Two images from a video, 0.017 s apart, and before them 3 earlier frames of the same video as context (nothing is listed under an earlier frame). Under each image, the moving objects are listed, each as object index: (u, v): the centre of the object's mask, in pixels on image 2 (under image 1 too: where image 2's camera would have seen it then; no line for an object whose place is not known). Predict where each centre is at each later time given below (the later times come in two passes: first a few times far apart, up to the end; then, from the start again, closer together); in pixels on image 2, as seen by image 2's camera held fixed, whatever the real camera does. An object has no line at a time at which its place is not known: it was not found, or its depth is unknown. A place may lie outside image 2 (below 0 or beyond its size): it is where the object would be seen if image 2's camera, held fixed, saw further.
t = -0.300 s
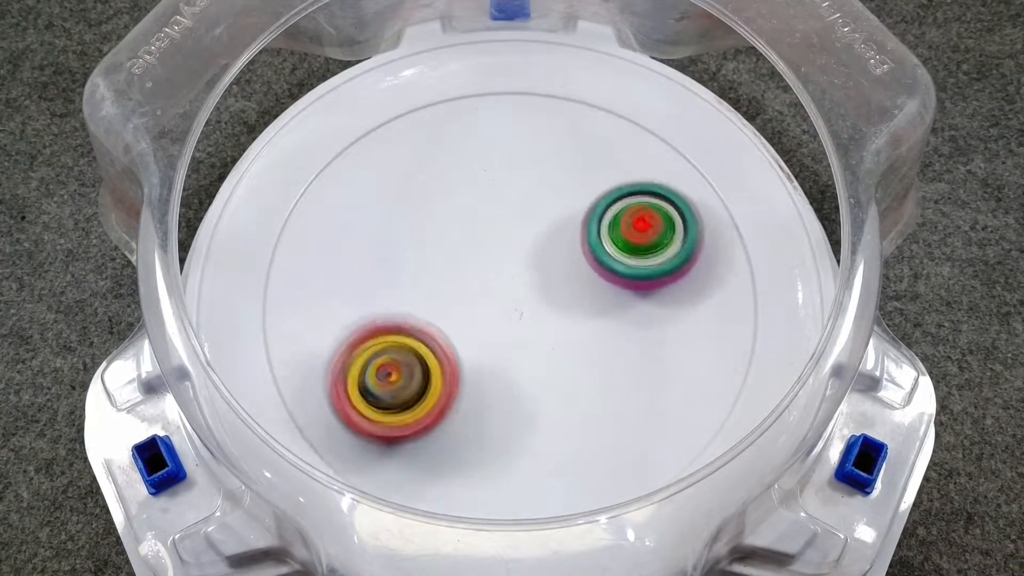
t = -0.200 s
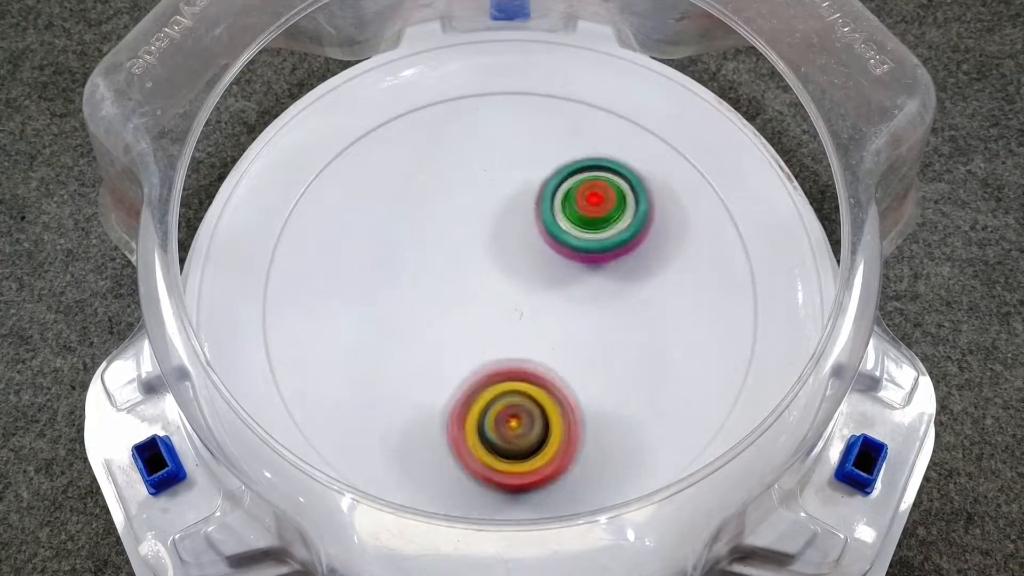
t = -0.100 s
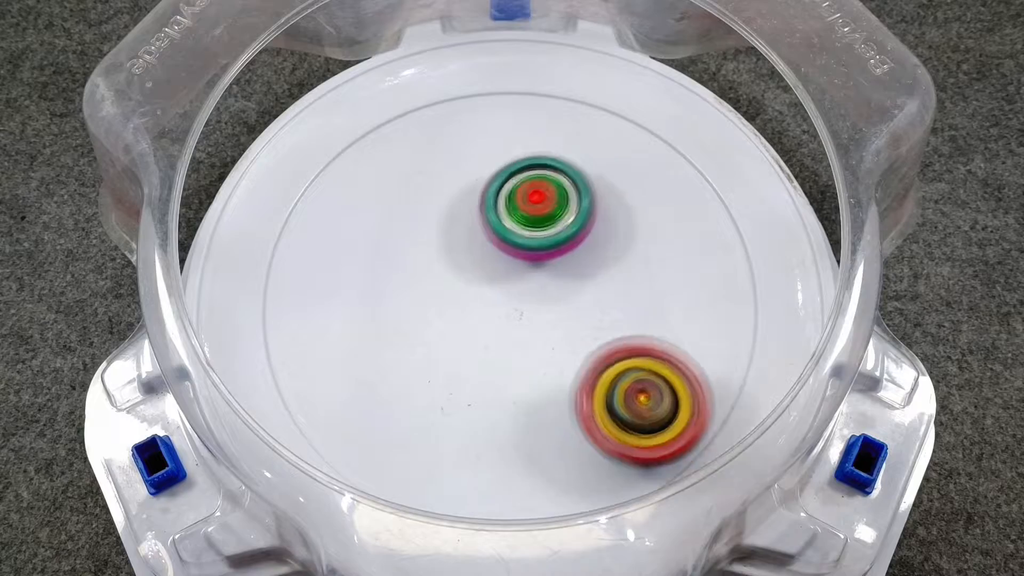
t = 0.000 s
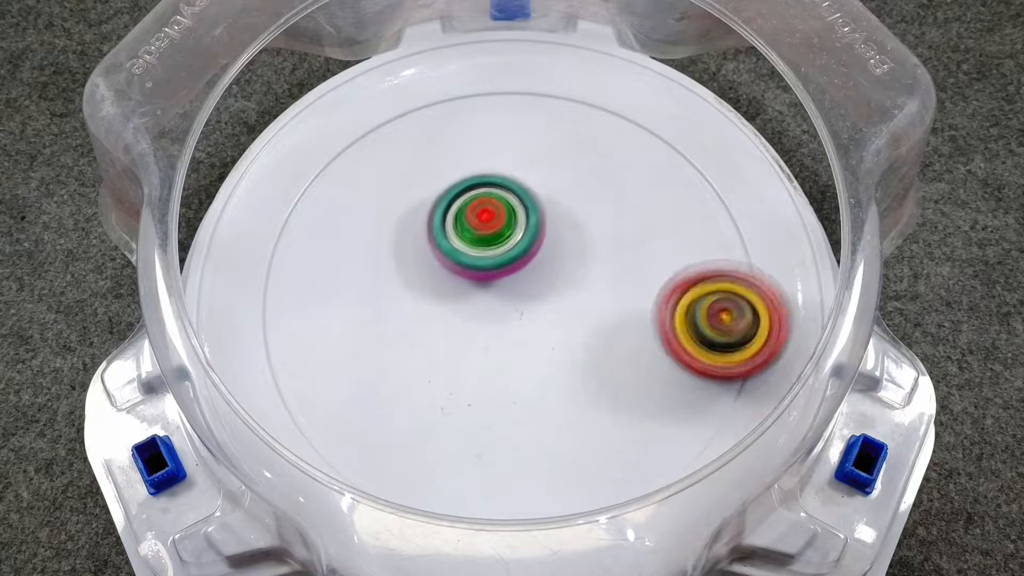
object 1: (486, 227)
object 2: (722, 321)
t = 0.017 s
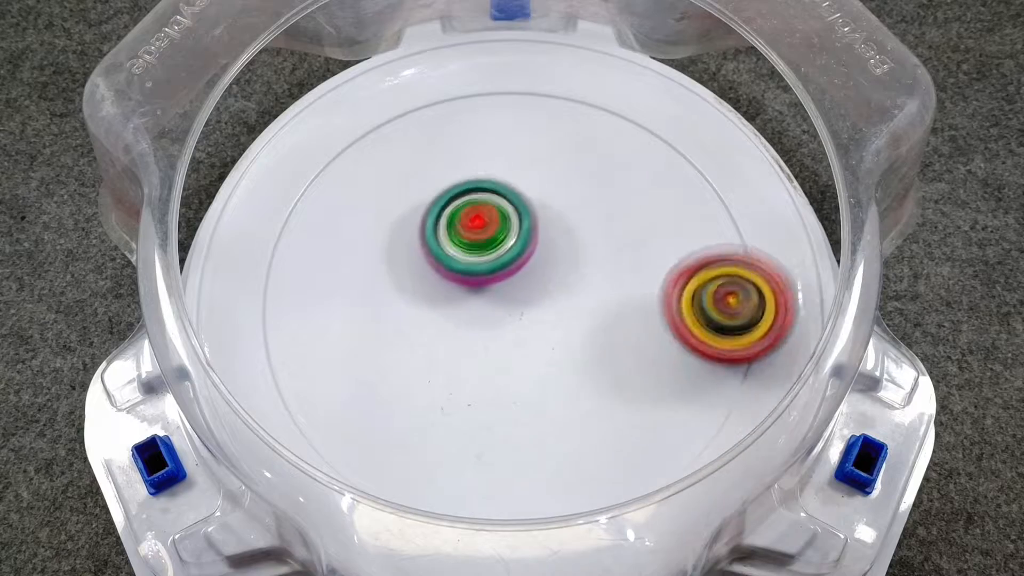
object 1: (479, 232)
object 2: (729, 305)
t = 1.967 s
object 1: (537, 301)
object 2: (581, 393)
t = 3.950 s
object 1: (523, 301)
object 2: (608, 378)
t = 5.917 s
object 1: (518, 330)
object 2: (508, 182)
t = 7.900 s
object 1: (483, 225)
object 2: (434, 326)
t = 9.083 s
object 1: (601, 319)
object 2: (495, 232)
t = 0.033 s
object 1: (471, 238)
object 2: (733, 289)
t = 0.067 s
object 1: (459, 251)
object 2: (734, 257)
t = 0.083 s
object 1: (453, 257)
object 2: (732, 241)
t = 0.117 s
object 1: (444, 272)
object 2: (720, 211)
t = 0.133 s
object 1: (441, 279)
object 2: (711, 198)
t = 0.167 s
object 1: (435, 294)
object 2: (690, 172)
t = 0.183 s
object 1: (433, 302)
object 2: (678, 161)
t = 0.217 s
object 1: (432, 317)
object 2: (649, 144)
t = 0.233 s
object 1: (432, 325)
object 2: (632, 135)
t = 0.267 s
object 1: (434, 339)
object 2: (598, 124)
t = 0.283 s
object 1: (437, 347)
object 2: (582, 120)
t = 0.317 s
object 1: (443, 360)
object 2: (547, 119)
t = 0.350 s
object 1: (452, 372)
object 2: (512, 125)
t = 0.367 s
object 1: (458, 378)
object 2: (495, 130)
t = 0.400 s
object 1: (469, 388)
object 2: (463, 146)
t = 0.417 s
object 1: (476, 392)
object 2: (449, 156)
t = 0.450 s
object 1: (491, 399)
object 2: (422, 179)
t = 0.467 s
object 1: (498, 401)
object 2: (411, 193)
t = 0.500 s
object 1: (513, 404)
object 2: (393, 221)
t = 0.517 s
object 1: (521, 405)
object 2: (386, 238)
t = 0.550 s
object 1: (536, 405)
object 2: (376, 271)
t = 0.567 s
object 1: (544, 404)
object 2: (374, 288)
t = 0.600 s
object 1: (558, 399)
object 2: (377, 322)
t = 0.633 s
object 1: (571, 393)
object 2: (387, 354)
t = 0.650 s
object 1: (576, 389)
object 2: (396, 369)
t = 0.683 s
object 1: (585, 380)
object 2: (419, 397)
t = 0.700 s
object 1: (590, 374)
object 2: (432, 408)
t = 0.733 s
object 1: (597, 364)
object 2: (465, 427)
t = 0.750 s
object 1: (599, 358)
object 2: (483, 434)
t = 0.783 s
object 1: (603, 346)
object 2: (521, 442)
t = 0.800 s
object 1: (604, 339)
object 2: (540, 443)
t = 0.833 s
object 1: (604, 327)
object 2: (580, 441)
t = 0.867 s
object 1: (602, 314)
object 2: (616, 428)
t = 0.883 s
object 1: (600, 308)
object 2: (633, 420)
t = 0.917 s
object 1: (595, 298)
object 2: (663, 399)
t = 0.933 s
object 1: (592, 293)
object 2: (675, 386)
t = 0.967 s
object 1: (584, 283)
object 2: (693, 358)
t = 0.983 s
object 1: (580, 279)
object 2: (700, 343)
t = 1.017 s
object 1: (571, 271)
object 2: (705, 312)
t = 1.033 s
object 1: (566, 268)
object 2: (705, 296)
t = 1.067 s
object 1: (554, 262)
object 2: (698, 266)
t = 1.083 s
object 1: (549, 259)
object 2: (693, 253)
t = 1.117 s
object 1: (537, 255)
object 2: (676, 226)
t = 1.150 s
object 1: (526, 253)
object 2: (654, 202)
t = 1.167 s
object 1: (519, 252)
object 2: (641, 192)
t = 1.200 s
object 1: (507, 251)
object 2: (612, 174)
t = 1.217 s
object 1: (502, 252)
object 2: (596, 168)
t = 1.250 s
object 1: (491, 254)
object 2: (563, 159)
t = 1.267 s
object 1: (485, 255)
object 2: (547, 155)
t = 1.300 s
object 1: (475, 257)
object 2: (513, 154)
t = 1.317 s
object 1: (469, 262)
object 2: (497, 154)
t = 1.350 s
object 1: (457, 273)
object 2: (471, 152)
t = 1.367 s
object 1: (452, 278)
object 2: (458, 152)
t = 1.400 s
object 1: (443, 286)
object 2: (434, 157)
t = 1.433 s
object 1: (438, 295)
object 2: (409, 168)
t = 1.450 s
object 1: (436, 299)
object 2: (396, 175)
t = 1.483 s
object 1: (433, 308)
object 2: (373, 194)
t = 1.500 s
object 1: (432, 312)
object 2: (363, 205)
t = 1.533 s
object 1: (433, 320)
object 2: (347, 229)
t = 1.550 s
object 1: (434, 324)
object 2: (341, 242)
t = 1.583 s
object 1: (437, 332)
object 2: (334, 270)
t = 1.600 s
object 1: (441, 335)
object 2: (332, 283)
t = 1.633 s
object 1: (449, 342)
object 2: (331, 311)
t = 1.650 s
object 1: (453, 344)
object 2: (335, 324)
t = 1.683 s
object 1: (465, 348)
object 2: (342, 349)
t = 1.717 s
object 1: (477, 349)
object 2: (358, 373)
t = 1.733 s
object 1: (482, 350)
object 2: (369, 384)
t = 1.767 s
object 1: (495, 347)
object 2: (395, 401)
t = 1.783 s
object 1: (500, 346)
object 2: (410, 407)
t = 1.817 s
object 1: (511, 340)
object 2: (438, 419)
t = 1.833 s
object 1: (516, 336)
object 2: (454, 423)
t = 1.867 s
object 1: (525, 328)
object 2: (486, 425)
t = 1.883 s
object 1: (529, 323)
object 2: (504, 423)
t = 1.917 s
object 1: (534, 314)
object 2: (537, 416)
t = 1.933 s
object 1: (536, 309)
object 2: (553, 409)
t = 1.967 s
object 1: (537, 301)
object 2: (581, 393)
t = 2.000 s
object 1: (537, 294)
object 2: (604, 372)
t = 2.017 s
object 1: (536, 290)
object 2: (614, 361)
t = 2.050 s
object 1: (536, 282)
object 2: (629, 336)
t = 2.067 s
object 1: (535, 278)
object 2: (635, 322)
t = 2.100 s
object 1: (532, 271)
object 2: (642, 297)
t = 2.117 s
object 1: (530, 267)
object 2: (642, 283)
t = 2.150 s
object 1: (526, 261)
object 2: (641, 256)
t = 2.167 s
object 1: (523, 259)
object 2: (638, 244)
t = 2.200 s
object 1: (518, 253)
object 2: (628, 220)
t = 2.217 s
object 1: (515, 251)
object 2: (621, 209)
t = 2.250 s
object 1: (508, 248)
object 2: (605, 189)
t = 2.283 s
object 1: (500, 245)
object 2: (587, 170)
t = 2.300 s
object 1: (496, 244)
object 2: (576, 162)
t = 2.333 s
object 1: (489, 244)
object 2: (553, 151)
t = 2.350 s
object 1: (486, 243)
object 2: (540, 146)
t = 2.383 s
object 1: (479, 244)
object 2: (514, 139)
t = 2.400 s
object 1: (477, 245)
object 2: (501, 138)
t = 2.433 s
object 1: (471, 250)
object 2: (474, 140)
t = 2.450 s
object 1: (468, 252)
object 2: (462, 143)
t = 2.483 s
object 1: (464, 258)
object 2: (438, 150)
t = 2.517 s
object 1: (461, 266)
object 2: (417, 164)
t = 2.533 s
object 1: (460, 270)
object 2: (407, 170)
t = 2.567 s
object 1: (460, 279)
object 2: (391, 190)
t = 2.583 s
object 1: (462, 284)
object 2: (382, 199)
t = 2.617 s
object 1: (465, 293)
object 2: (372, 222)
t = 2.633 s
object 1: (468, 297)
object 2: (369, 234)
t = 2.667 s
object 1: (473, 303)
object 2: (365, 257)
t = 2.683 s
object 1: (477, 306)
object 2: (365, 268)
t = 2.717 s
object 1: (486, 312)
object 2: (362, 287)
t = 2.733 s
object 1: (491, 314)
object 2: (361, 294)
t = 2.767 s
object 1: (500, 318)
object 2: (368, 311)
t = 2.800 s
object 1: (508, 319)
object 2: (378, 330)
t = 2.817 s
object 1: (512, 319)
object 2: (385, 340)
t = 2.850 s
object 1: (519, 317)
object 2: (402, 357)
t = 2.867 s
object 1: (523, 315)
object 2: (412, 363)
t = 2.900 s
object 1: (530, 310)
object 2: (435, 371)
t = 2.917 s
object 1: (533, 306)
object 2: (446, 374)
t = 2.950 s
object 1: (539, 298)
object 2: (466, 380)
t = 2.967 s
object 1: (542, 294)
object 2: (477, 380)
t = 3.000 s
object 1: (546, 286)
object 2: (499, 383)
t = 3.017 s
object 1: (547, 283)
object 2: (511, 383)
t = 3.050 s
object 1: (547, 277)
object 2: (531, 377)
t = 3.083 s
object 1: (545, 270)
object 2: (544, 369)
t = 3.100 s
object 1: (545, 267)
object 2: (551, 366)
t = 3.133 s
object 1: (543, 260)
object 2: (557, 366)
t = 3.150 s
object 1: (542, 258)
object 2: (562, 366)
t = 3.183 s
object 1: (538, 254)
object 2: (571, 366)
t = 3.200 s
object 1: (536, 253)
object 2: (575, 364)
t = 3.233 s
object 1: (530, 252)
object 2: (583, 360)
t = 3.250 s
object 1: (526, 253)
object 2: (586, 357)
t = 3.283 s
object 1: (520, 255)
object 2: (590, 350)
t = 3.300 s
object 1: (517, 257)
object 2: (592, 346)
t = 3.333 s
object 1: (511, 262)
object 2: (592, 337)
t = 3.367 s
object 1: (506, 262)
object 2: (591, 335)
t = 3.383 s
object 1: (505, 259)
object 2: (590, 339)
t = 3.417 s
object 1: (501, 256)
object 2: (587, 347)
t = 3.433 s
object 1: (499, 256)
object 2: (586, 349)
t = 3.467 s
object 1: (495, 259)
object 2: (583, 353)
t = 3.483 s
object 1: (494, 261)
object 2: (583, 355)
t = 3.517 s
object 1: (494, 266)
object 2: (582, 359)
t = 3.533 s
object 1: (494, 269)
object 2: (582, 361)
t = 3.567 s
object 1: (496, 276)
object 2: (582, 364)
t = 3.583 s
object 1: (497, 280)
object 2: (583, 364)
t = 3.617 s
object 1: (500, 286)
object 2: (583, 365)
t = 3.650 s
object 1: (502, 291)
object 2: (584, 365)
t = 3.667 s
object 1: (503, 290)
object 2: (585, 370)
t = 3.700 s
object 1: (505, 290)
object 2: (590, 376)
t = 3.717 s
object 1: (506, 290)
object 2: (592, 377)
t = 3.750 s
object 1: (506, 292)
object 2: (599, 379)
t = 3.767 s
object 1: (507, 293)
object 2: (601, 379)
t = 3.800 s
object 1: (510, 297)
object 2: (608, 379)
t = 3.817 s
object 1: (511, 299)
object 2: (609, 378)
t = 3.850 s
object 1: (515, 302)
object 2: (612, 376)
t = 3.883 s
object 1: (519, 303)
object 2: (612, 372)
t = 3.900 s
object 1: (520, 304)
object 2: (611, 370)
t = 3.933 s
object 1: (522, 302)
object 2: (608, 376)
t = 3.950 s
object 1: (523, 301)
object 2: (608, 378)
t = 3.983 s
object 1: (525, 301)
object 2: (606, 382)
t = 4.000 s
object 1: (526, 300)
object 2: (606, 382)
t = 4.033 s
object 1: (528, 299)
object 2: (604, 382)
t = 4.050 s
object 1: (530, 298)
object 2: (603, 380)
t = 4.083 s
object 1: (533, 297)
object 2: (598, 383)
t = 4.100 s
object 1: (534, 295)
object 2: (595, 386)
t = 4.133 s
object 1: (537, 293)
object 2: (592, 392)
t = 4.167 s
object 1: (541, 292)
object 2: (588, 397)
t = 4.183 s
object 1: (543, 292)
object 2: (587, 397)
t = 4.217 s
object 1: (548, 291)
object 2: (584, 397)
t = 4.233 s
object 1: (550, 290)
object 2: (583, 397)
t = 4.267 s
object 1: (554, 290)
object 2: (578, 396)
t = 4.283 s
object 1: (556, 289)
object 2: (576, 395)
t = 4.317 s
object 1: (560, 288)
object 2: (570, 394)
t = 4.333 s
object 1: (562, 287)
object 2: (566, 393)
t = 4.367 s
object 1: (567, 286)
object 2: (558, 390)
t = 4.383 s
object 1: (569, 285)
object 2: (553, 389)
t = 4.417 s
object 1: (573, 284)
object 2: (544, 385)
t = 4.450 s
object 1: (576, 282)
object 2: (535, 380)
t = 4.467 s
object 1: (577, 281)
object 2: (529, 378)
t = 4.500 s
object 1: (578, 279)
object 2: (518, 373)
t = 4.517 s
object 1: (577, 278)
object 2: (513, 371)
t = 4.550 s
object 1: (575, 276)
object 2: (503, 365)
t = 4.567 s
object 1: (574, 276)
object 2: (499, 362)
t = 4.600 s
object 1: (572, 275)
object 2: (488, 357)
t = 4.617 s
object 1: (570, 275)
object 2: (484, 354)
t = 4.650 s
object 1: (567, 275)
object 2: (476, 347)
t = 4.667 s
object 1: (566, 275)
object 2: (472, 344)
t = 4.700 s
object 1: (563, 276)
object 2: (464, 338)
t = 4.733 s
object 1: (561, 276)
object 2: (456, 332)
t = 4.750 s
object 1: (561, 276)
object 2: (453, 329)
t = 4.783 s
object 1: (560, 278)
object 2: (447, 324)
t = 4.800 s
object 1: (558, 279)
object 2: (444, 321)
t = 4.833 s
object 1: (557, 281)
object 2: (439, 318)
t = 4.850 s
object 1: (555, 282)
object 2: (437, 315)
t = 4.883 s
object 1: (553, 283)
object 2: (434, 311)
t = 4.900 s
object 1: (552, 284)
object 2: (431, 309)
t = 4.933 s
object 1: (552, 286)
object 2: (427, 306)
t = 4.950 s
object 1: (552, 287)
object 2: (425, 305)
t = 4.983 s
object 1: (551, 288)
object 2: (421, 301)
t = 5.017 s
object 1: (550, 289)
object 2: (419, 297)
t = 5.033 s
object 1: (549, 290)
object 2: (419, 295)
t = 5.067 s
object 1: (548, 291)
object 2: (418, 291)
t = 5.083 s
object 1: (547, 291)
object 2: (419, 290)
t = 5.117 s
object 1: (547, 293)
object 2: (419, 285)
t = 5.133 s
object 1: (547, 293)
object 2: (417, 280)
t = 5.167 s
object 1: (546, 294)
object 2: (415, 274)
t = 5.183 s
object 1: (546, 294)
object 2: (414, 271)
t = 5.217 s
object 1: (544, 294)
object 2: (414, 267)
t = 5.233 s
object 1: (543, 294)
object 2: (414, 266)
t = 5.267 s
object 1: (542, 295)
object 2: (417, 263)
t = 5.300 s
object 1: (544, 297)
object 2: (416, 256)
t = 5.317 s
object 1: (545, 298)
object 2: (414, 253)
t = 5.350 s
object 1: (545, 299)
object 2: (412, 244)
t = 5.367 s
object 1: (544, 299)
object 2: (410, 241)
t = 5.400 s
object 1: (543, 300)
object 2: (407, 236)
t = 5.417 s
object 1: (542, 300)
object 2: (406, 232)
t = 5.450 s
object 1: (541, 300)
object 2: (407, 229)
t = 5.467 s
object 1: (540, 300)
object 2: (408, 228)
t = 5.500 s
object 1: (539, 300)
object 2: (412, 224)
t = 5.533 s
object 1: (537, 301)
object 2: (419, 222)
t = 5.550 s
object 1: (536, 301)
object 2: (423, 220)
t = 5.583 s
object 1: (535, 301)
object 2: (431, 218)
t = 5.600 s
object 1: (534, 302)
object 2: (436, 217)
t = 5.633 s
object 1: (532, 303)
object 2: (445, 214)
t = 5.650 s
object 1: (533, 306)
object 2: (450, 209)
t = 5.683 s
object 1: (533, 313)
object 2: (457, 197)
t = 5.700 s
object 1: (533, 316)
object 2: (461, 194)
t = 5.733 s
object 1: (532, 320)
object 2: (469, 188)
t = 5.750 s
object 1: (531, 322)
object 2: (474, 187)
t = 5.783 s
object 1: (529, 324)
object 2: (481, 184)
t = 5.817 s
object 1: (525, 325)
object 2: (488, 181)
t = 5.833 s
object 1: (524, 326)
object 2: (492, 181)
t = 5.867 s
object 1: (521, 327)
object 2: (498, 181)
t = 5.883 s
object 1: (520, 328)
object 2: (501, 181)
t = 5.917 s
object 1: (518, 330)
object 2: (508, 182)
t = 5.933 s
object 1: (516, 331)
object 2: (510, 185)
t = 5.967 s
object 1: (513, 333)
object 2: (517, 186)
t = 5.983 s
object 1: (513, 334)
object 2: (521, 187)
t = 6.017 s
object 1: (512, 337)
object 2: (528, 191)
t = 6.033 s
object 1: (512, 338)
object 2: (531, 193)
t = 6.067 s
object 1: (512, 338)
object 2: (539, 196)
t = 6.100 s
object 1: (512, 339)
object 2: (546, 200)
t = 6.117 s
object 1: (513, 339)
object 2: (548, 203)
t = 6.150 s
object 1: (513, 338)
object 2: (555, 207)
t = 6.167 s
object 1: (514, 338)
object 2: (558, 209)
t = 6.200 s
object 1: (514, 336)
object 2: (565, 215)
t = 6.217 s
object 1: (513, 335)
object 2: (566, 217)
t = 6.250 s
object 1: (514, 334)
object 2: (572, 222)
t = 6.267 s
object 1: (511, 335)
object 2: (577, 223)
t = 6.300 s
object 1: (506, 337)
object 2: (589, 221)
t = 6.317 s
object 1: (505, 338)
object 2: (594, 220)
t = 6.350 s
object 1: (502, 339)
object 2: (600, 222)
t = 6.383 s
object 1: (501, 339)
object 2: (605, 225)
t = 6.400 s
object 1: (500, 340)
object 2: (607, 229)
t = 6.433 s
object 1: (500, 340)
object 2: (609, 233)
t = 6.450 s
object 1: (500, 339)
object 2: (611, 236)
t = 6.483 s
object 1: (501, 339)
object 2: (613, 242)
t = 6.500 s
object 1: (501, 338)
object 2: (613, 246)
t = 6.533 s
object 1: (501, 337)
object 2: (613, 253)
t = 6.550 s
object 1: (501, 336)
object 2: (613, 257)
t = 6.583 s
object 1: (501, 334)
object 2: (611, 265)
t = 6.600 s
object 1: (495, 334)
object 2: (619, 268)
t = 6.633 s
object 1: (465, 334)
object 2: (653, 270)
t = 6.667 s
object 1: (444, 334)
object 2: (683, 272)
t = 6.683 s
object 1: (435, 334)
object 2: (693, 275)
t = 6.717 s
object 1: (424, 334)
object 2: (707, 278)
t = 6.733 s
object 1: (419, 334)
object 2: (711, 279)
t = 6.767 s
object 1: (415, 335)
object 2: (716, 282)
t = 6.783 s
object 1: (412, 335)
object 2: (718, 285)
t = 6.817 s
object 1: (410, 336)
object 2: (720, 288)
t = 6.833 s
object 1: (409, 335)
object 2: (718, 288)
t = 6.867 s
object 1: (408, 335)
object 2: (716, 291)
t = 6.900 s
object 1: (408, 334)
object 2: (712, 296)
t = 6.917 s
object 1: (409, 332)
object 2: (710, 299)
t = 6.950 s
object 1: (409, 330)
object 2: (704, 304)
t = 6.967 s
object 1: (410, 329)
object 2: (698, 309)
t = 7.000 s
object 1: (410, 327)
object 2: (690, 315)
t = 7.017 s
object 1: (411, 325)
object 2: (687, 317)
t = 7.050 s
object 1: (411, 323)
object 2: (676, 324)
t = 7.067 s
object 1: (413, 321)
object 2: (670, 326)
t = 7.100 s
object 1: (414, 319)
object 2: (658, 332)
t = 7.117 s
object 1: (415, 317)
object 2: (651, 334)
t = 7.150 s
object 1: (416, 314)
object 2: (639, 338)
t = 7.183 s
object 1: (418, 310)
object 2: (625, 342)
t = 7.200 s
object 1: (419, 309)
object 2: (620, 344)
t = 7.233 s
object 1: (422, 305)
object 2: (605, 346)
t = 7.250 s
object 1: (424, 304)
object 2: (597, 347)
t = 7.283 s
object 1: (427, 300)
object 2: (582, 348)
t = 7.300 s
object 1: (429, 299)
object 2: (575, 349)
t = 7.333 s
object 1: (432, 295)
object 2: (560, 348)
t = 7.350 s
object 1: (434, 294)
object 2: (552, 347)
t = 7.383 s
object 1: (434, 287)
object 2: (539, 348)
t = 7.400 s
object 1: (434, 283)
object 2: (536, 350)
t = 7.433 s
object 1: (434, 277)
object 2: (525, 355)
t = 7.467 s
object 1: (436, 272)
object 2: (517, 359)
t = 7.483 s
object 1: (437, 270)
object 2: (514, 358)
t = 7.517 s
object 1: (439, 266)
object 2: (507, 358)
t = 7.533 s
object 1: (440, 265)
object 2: (502, 357)
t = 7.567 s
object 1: (443, 258)
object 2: (494, 357)
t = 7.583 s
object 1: (444, 256)
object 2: (488, 357)
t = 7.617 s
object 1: (446, 250)
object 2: (481, 356)
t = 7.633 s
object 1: (448, 249)
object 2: (477, 355)
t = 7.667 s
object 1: (450, 246)
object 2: (471, 352)
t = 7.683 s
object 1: (453, 245)
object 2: (469, 351)
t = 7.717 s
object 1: (456, 242)
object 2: (462, 348)
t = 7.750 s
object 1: (460, 235)
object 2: (453, 347)
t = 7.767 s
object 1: (463, 234)
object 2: (450, 345)
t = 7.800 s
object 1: (466, 231)
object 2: (444, 343)
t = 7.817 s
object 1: (470, 230)
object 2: (442, 340)
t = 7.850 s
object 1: (474, 228)
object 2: (438, 335)
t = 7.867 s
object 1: (477, 227)
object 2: (437, 333)
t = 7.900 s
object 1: (483, 225)
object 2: (434, 326)
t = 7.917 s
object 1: (485, 224)
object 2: (432, 324)
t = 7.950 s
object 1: (492, 222)
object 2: (431, 318)
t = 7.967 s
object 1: (495, 221)
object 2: (431, 313)
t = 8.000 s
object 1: (501, 220)
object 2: (430, 307)
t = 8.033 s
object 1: (506, 220)
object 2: (430, 299)
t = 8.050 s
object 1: (509, 218)
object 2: (429, 295)
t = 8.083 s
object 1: (515, 218)
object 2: (431, 290)
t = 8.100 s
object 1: (518, 217)
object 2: (430, 285)
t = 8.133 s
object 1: (526, 215)
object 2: (430, 280)
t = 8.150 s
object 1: (529, 215)
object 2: (431, 280)
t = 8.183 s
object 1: (534, 214)
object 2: (431, 273)
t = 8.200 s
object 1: (536, 214)
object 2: (432, 270)
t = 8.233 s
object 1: (541, 215)
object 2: (434, 265)
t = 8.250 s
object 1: (544, 216)
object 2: (435, 262)
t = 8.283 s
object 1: (548, 216)
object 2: (438, 257)
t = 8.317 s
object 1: (554, 217)
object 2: (441, 250)
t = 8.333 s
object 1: (557, 217)
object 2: (441, 246)
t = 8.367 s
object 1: (563, 218)
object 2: (444, 243)
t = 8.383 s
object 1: (566, 219)
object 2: (445, 240)
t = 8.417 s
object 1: (570, 220)
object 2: (450, 236)
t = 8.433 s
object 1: (573, 221)
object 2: (452, 235)
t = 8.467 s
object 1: (577, 224)
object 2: (455, 232)
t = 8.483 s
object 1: (579, 224)
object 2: (457, 231)
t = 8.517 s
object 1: (583, 227)
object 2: (461, 229)
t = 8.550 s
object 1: (586, 230)
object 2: (465, 228)
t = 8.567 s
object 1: (588, 232)
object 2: (467, 227)
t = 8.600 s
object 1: (592, 235)
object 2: (472, 225)
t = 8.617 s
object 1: (595, 237)
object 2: (472, 222)
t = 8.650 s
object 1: (600, 243)
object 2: (471, 221)
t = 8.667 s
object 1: (601, 246)
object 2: (469, 222)
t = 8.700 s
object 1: (604, 249)
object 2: (470, 221)
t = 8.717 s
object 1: (605, 252)
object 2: (470, 220)
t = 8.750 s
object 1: (605, 257)
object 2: (471, 221)
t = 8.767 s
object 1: (606, 260)
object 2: (471, 222)
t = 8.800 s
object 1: (607, 265)
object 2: (473, 224)
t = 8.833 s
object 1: (606, 270)
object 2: (476, 226)
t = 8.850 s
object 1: (606, 273)
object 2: (478, 227)
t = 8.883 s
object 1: (605, 279)
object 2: (482, 230)
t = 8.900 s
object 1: (605, 280)
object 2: (484, 232)
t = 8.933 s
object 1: (604, 286)
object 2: (488, 235)
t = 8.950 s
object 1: (603, 289)
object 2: (491, 237)
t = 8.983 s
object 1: (602, 294)
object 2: (497, 239)
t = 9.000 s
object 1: (602, 296)
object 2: (500, 239)
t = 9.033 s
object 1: (603, 305)
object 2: (500, 235)
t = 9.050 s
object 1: (605, 310)
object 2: (499, 234)
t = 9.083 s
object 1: (601, 319)
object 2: (495, 232)
